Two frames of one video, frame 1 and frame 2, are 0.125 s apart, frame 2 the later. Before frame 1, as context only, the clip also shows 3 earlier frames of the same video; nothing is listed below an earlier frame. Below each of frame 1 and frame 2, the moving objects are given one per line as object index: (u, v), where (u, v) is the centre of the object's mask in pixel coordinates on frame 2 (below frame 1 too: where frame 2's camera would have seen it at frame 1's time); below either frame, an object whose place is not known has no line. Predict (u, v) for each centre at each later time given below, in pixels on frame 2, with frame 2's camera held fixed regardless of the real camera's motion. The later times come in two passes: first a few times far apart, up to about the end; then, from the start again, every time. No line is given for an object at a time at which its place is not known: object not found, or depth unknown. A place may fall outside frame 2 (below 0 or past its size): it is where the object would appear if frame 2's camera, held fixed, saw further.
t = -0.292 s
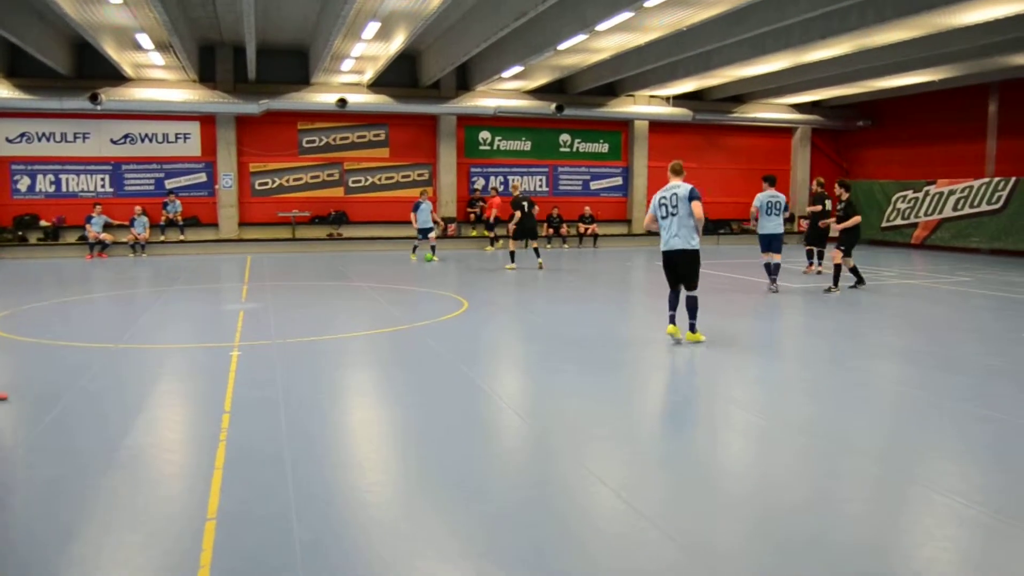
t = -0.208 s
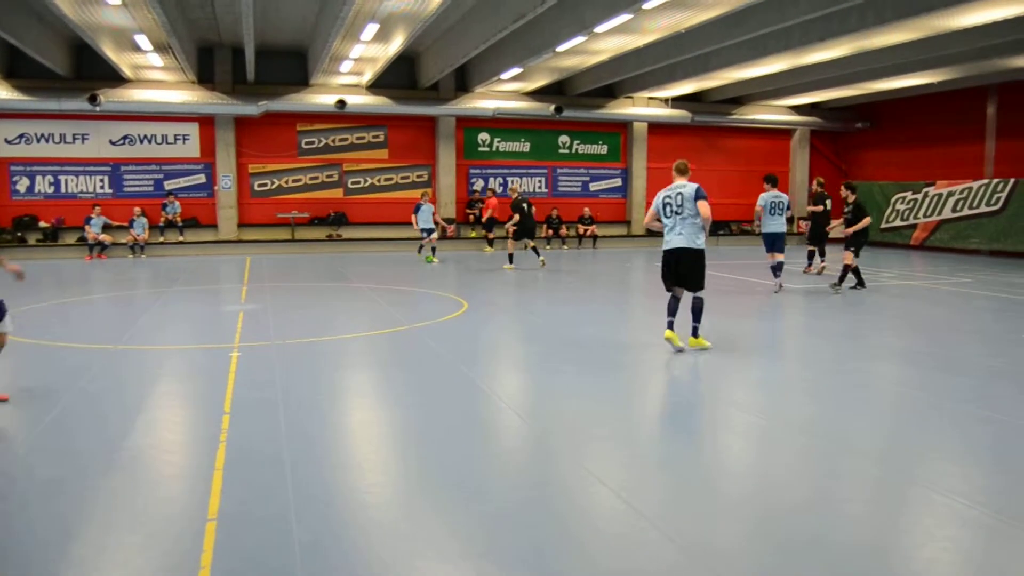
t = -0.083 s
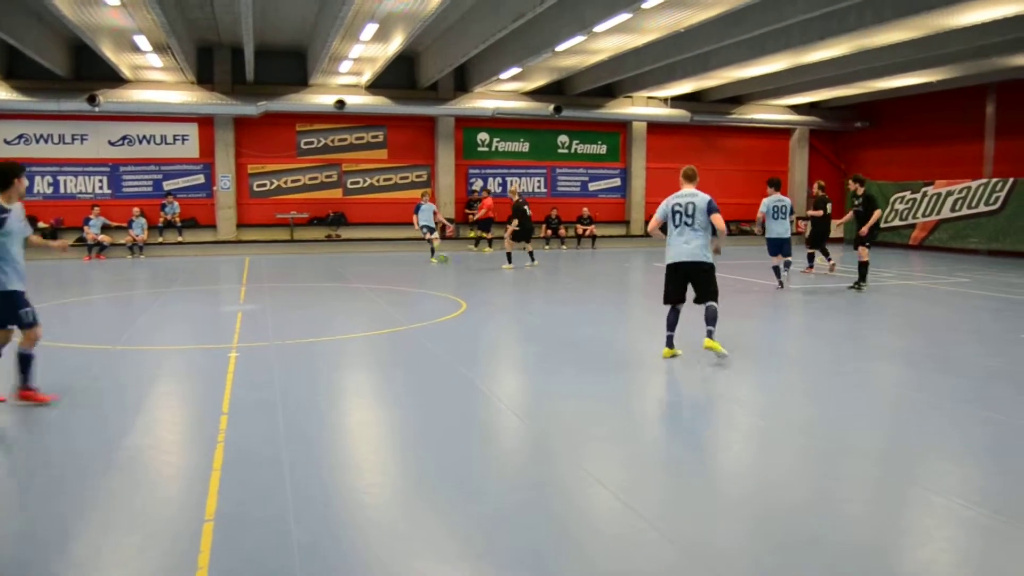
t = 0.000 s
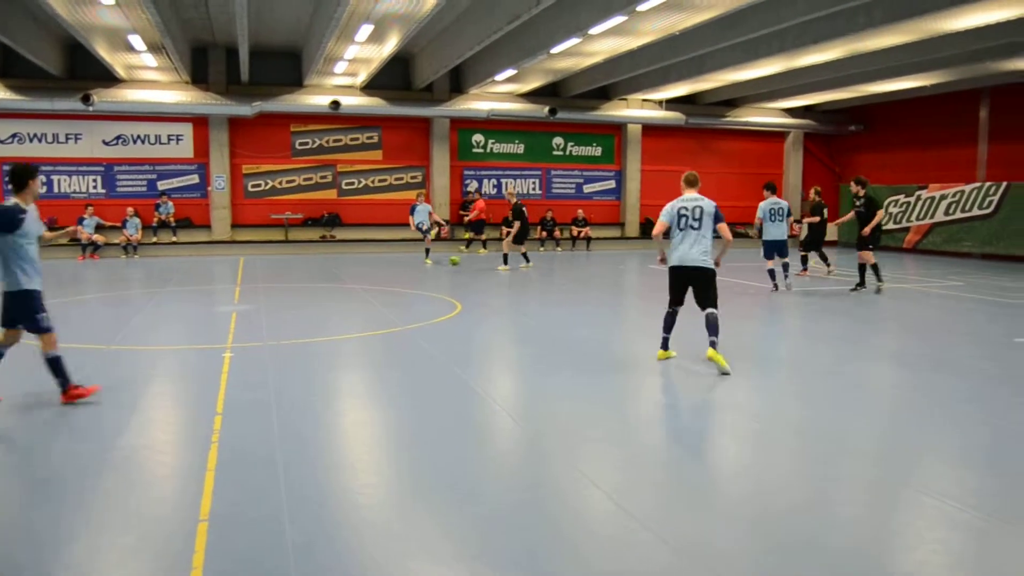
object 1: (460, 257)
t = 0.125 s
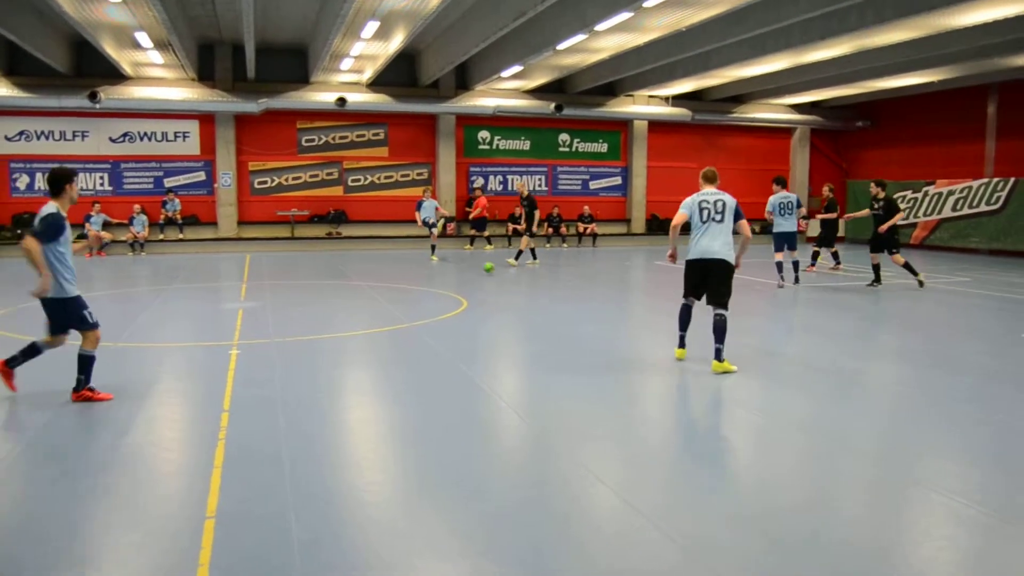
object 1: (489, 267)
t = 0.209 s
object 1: (507, 272)
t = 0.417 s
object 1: (559, 287)
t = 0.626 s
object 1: (610, 302)
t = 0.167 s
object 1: (497, 272)
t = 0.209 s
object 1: (507, 272)
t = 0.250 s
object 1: (517, 275)
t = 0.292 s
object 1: (528, 277)
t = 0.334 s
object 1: (538, 282)
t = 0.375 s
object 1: (548, 284)
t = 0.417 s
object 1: (559, 287)
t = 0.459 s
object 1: (569, 290)
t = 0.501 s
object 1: (579, 292)
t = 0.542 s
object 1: (590, 296)
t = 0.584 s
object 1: (600, 298)
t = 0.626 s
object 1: (610, 302)
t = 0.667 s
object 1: (621, 305)
